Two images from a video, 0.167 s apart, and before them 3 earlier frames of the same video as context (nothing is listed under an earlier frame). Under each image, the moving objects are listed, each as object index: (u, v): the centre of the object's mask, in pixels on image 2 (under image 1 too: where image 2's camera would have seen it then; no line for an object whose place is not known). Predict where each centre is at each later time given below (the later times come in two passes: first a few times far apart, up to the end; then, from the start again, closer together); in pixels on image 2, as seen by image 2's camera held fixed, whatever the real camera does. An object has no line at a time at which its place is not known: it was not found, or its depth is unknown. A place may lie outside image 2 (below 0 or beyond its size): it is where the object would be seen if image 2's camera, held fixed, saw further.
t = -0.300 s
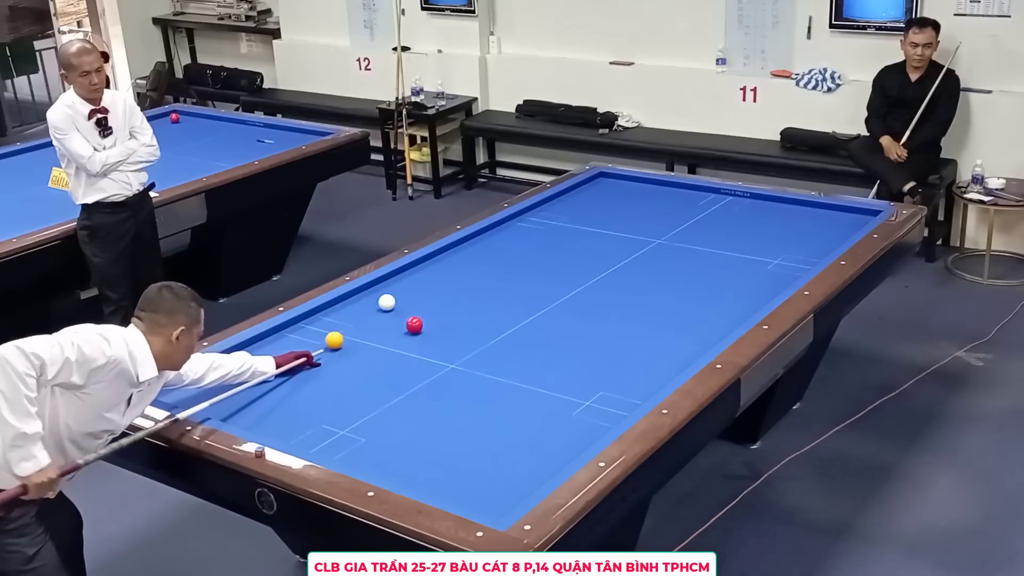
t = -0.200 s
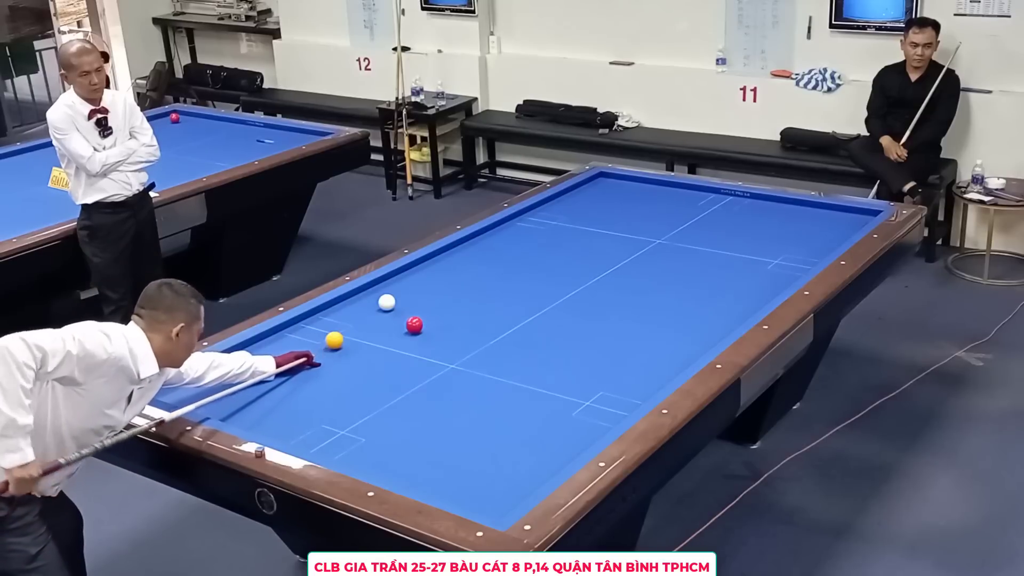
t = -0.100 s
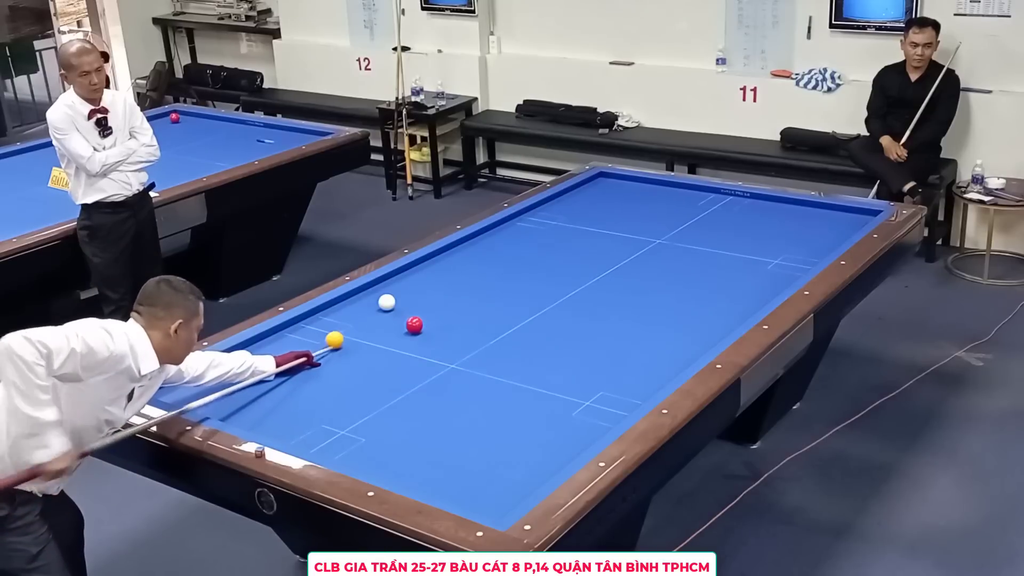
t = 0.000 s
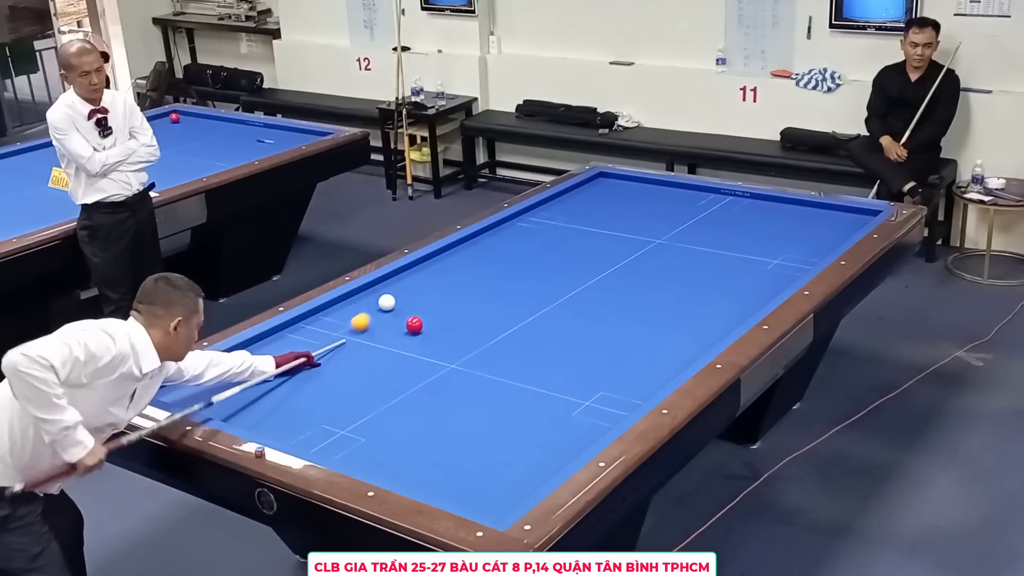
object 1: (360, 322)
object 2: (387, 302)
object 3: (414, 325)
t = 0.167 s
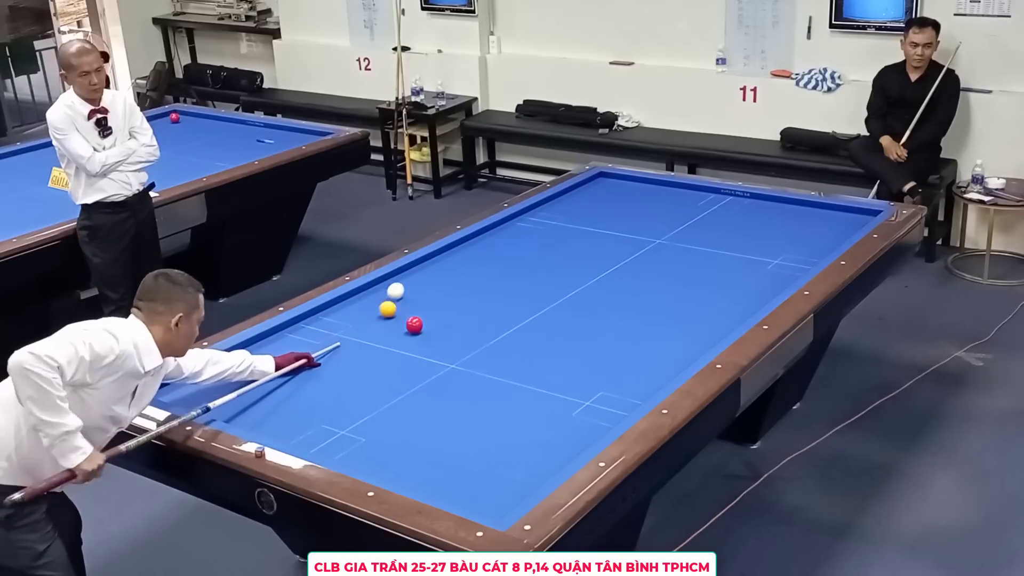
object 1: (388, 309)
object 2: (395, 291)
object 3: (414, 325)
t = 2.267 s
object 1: (409, 327)
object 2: (670, 185)
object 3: (457, 345)
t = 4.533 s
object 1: (409, 326)
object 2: (645, 253)
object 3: (484, 359)
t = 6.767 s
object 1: (409, 326)
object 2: (622, 324)
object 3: (486, 359)
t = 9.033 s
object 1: (409, 326)
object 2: (604, 393)
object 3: (486, 359)
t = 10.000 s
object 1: (409, 326)
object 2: (599, 417)
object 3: (486, 359)
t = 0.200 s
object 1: (390, 309)
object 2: (399, 287)
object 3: (414, 325)
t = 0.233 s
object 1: (391, 310)
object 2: (402, 283)
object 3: (414, 325)
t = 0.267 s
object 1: (392, 311)
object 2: (405, 280)
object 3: (414, 325)
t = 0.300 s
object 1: (393, 312)
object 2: (407, 277)
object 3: (414, 325)
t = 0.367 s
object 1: (396, 313)
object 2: (412, 270)
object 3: (414, 325)
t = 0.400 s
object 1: (397, 314)
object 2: (415, 267)
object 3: (414, 325)
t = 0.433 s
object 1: (399, 315)
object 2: (418, 264)
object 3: (414, 325)
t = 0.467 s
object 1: (400, 316)
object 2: (423, 261)
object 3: (414, 325)
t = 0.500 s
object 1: (401, 316)
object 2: (429, 260)
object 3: (414, 325)
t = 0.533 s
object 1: (402, 317)
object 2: (435, 258)
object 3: (414, 325)
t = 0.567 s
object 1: (403, 318)
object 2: (440, 256)
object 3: (414, 325)
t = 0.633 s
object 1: (404, 318)
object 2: (452, 253)
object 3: (415, 325)
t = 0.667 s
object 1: (404, 319)
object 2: (457, 251)
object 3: (416, 326)
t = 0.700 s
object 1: (405, 319)
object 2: (462, 250)
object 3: (417, 326)
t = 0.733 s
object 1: (405, 320)
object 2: (468, 248)
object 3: (418, 327)
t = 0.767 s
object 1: (405, 320)
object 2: (473, 246)
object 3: (419, 327)
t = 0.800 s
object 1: (406, 320)
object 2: (478, 245)
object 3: (420, 328)
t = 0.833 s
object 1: (406, 321)
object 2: (483, 243)
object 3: (421, 328)
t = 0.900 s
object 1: (406, 321)
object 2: (493, 240)
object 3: (422, 329)
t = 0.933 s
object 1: (407, 322)
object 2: (498, 238)
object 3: (423, 329)
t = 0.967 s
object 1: (407, 322)
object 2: (504, 237)
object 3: (425, 330)
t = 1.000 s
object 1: (407, 322)
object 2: (508, 235)
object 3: (426, 330)
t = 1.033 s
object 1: (407, 322)
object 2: (513, 234)
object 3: (427, 331)
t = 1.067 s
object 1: (407, 322)
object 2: (518, 232)
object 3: (428, 331)
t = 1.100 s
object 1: (407, 323)
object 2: (523, 231)
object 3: (429, 332)
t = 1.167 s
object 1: (407, 323)
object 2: (533, 228)
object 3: (430, 332)
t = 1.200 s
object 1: (407, 323)
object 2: (537, 226)
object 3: (431, 333)
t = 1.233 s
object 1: (407, 323)
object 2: (542, 225)
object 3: (432, 333)
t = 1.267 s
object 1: (408, 324)
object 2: (547, 223)
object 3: (433, 334)
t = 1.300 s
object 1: (408, 324)
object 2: (551, 222)
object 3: (434, 334)
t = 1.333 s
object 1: (408, 324)
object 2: (556, 220)
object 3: (435, 334)
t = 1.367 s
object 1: (408, 324)
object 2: (560, 219)
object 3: (436, 335)
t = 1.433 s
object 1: (408, 324)
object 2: (569, 216)
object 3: (438, 336)
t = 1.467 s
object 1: (408, 324)
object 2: (574, 215)
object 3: (438, 336)
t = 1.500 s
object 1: (408, 325)
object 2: (578, 213)
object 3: (439, 337)
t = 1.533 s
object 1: (408, 325)
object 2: (582, 212)
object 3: (440, 337)
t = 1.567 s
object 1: (408, 325)
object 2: (587, 211)
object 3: (441, 337)
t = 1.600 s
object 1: (408, 325)
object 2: (591, 210)
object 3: (442, 338)
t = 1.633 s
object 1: (408, 325)
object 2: (595, 208)
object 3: (443, 338)
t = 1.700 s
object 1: (409, 325)
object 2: (604, 206)
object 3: (444, 339)
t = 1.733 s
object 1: (409, 326)
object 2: (608, 204)
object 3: (445, 339)
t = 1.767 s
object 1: (409, 325)
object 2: (612, 203)
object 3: (446, 340)
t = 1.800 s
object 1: (409, 326)
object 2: (616, 202)
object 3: (447, 340)
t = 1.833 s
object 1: (409, 326)
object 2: (620, 201)
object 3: (448, 340)
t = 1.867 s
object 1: (409, 326)
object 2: (624, 199)
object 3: (448, 341)
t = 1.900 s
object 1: (409, 326)
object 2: (628, 198)
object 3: (449, 341)
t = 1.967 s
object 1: (409, 326)
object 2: (636, 196)
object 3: (451, 342)
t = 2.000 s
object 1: (409, 326)
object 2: (640, 194)
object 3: (451, 342)
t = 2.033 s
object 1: (409, 326)
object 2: (644, 193)
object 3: (452, 343)
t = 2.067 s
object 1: (409, 326)
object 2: (647, 192)
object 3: (453, 343)
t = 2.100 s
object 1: (409, 326)
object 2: (651, 191)
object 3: (454, 343)
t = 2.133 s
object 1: (409, 326)
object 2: (655, 189)
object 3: (454, 343)
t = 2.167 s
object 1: (409, 326)
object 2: (659, 188)
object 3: (455, 344)
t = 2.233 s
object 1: (409, 327)
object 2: (666, 186)
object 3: (457, 345)
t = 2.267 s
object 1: (409, 327)
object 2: (670, 185)
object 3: (457, 345)
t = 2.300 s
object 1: (409, 326)
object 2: (673, 184)
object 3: (458, 345)
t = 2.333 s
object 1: (409, 327)
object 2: (672, 185)
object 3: (459, 345)
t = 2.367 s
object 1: (409, 327)
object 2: (671, 186)
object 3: (459, 346)
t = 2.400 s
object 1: (409, 327)
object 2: (671, 187)
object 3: (460, 346)
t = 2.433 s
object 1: (409, 327)
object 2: (671, 189)
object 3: (461, 346)
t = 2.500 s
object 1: (409, 327)
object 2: (670, 190)
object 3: (462, 347)
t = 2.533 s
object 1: (409, 327)
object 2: (669, 191)
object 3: (463, 347)
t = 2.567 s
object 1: (409, 327)
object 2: (669, 192)
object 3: (463, 348)
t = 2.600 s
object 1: (409, 327)
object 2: (668, 193)
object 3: (464, 348)
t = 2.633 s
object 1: (409, 327)
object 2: (668, 194)
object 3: (464, 348)
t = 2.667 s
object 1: (409, 326)
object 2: (668, 195)
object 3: (465, 348)
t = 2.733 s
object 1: (409, 326)
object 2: (667, 197)
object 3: (466, 349)
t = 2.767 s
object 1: (409, 326)
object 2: (666, 198)
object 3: (467, 349)
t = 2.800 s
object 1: (409, 327)
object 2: (666, 199)
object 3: (467, 349)
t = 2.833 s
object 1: (409, 326)
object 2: (666, 200)
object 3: (468, 350)
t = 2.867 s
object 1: (409, 326)
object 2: (665, 201)
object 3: (468, 350)
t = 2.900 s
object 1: (409, 326)
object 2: (665, 202)
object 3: (469, 350)
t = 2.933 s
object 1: (409, 327)
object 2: (664, 203)
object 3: (469, 351)
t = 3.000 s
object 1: (409, 327)
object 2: (664, 205)
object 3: (470, 351)
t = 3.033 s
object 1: (409, 327)
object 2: (663, 206)
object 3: (471, 351)
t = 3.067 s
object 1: (409, 326)
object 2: (663, 207)
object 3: (471, 352)
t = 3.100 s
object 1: (409, 326)
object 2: (662, 208)
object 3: (472, 352)
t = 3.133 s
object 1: (409, 326)
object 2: (662, 209)
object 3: (472, 352)
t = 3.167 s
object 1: (409, 326)
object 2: (662, 210)
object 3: (473, 352)
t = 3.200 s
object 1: (409, 326)
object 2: (661, 211)
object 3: (473, 352)
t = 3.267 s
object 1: (409, 326)
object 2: (660, 213)
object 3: (474, 353)
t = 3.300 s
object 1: (409, 326)
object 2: (660, 214)
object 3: (475, 353)
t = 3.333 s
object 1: (409, 327)
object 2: (660, 215)
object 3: (475, 353)
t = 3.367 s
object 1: (409, 327)
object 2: (659, 216)
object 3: (475, 354)
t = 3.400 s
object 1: (409, 326)
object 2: (659, 217)
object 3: (476, 354)
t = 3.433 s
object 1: (409, 327)
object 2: (658, 218)
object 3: (476, 354)
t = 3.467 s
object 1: (409, 327)
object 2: (658, 220)
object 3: (477, 354)
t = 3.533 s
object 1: (409, 327)
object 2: (657, 221)
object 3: (477, 355)
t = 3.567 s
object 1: (409, 327)
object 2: (657, 222)
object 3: (478, 355)
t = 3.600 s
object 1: (409, 327)
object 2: (656, 224)
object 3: (478, 355)
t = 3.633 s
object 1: (409, 326)
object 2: (656, 225)
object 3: (479, 355)
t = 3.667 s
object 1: (409, 326)
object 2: (655, 225)
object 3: (479, 355)
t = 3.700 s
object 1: (409, 326)
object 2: (655, 227)
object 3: (479, 356)
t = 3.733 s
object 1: (409, 326)
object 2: (655, 228)
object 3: (480, 356)
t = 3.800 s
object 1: (409, 326)
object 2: (654, 230)
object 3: (480, 356)
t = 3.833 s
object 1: (409, 326)
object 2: (653, 231)
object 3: (480, 356)
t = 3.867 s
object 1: (409, 326)
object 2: (653, 232)
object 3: (481, 357)
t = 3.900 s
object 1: (409, 326)
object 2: (653, 233)
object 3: (481, 357)
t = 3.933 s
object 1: (409, 326)
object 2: (652, 234)
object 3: (481, 357)
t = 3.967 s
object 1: (409, 326)
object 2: (652, 235)
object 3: (481, 357)
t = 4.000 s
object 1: (409, 326)
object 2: (651, 236)
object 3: (482, 357)
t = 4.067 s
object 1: (409, 326)
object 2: (651, 238)
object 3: (482, 357)
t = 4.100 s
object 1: (409, 326)
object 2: (650, 239)
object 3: (482, 357)
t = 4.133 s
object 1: (409, 326)
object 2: (650, 240)
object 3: (482, 357)
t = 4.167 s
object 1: (409, 326)
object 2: (649, 241)
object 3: (483, 357)
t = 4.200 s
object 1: (409, 326)
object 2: (649, 242)
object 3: (483, 358)
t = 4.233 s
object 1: (409, 326)
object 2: (649, 243)
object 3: (483, 358)
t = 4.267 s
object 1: (409, 326)
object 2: (648, 244)
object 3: (483, 358)
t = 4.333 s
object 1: (409, 326)
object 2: (648, 246)
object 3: (484, 358)
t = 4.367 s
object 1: (409, 326)
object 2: (647, 247)
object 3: (484, 358)
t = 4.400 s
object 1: (409, 326)
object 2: (647, 248)
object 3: (484, 358)
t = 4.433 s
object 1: (409, 326)
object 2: (646, 249)
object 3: (484, 358)
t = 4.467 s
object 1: (409, 326)
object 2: (646, 251)
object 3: (484, 359)
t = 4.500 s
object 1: (409, 326)
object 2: (646, 252)
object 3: (484, 359)
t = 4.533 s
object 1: (409, 326)
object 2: (645, 253)
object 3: (484, 359)
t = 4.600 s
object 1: (409, 326)
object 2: (644, 255)
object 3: (485, 359)
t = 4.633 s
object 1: (409, 326)
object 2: (644, 256)
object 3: (485, 359)
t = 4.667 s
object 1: (409, 326)
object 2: (644, 257)
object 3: (485, 359)
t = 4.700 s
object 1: (409, 326)
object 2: (643, 258)
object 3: (485, 359)
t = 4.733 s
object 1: (409, 326)
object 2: (643, 259)
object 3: (485, 359)
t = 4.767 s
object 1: (409, 326)
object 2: (643, 260)
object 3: (485, 359)
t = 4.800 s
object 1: (409, 326)
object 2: (642, 261)
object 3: (485, 359)
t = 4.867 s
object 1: (409, 326)
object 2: (642, 263)
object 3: (486, 359)
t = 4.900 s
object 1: (409, 326)
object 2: (641, 264)
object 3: (486, 359)
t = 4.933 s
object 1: (409, 326)
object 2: (641, 265)
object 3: (486, 359)
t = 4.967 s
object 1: (409, 326)
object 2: (640, 267)
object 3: (486, 359)
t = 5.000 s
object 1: (409, 326)
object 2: (640, 268)
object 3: (486, 359)
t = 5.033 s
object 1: (409, 326)
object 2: (640, 269)
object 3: (486, 359)
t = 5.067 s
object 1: (409, 326)
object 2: (639, 270)
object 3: (486, 359)
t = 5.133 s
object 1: (409, 326)
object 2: (639, 272)
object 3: (486, 359)
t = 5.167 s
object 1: (409, 326)
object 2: (638, 273)
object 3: (486, 359)
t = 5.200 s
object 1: (409, 326)
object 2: (638, 274)
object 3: (486, 359)
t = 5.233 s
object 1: (409, 326)
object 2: (637, 275)
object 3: (486, 359)
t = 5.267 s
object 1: (409, 326)
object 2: (637, 276)
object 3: (486, 359)
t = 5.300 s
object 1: (409, 326)
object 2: (637, 277)
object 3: (486, 359)
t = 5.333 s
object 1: (409, 326)
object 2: (636, 278)
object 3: (486, 359)
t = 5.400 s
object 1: (409, 326)
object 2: (636, 280)
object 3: (486, 359)
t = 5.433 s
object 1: (409, 326)
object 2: (635, 282)
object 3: (486, 359)
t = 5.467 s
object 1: (409, 326)
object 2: (635, 282)
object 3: (486, 359)
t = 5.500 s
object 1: (409, 326)
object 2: (635, 284)
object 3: (486, 359)
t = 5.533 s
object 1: (409, 326)
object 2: (634, 285)
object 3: (486, 359)
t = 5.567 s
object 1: (409, 326)
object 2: (634, 286)
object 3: (486, 359)
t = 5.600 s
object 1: (409, 326)
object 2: (634, 287)
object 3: (486, 359)
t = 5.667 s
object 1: (409, 326)
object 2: (633, 289)
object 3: (486, 359)
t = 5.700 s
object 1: (409, 326)
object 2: (633, 290)
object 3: (486, 359)
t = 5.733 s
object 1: (409, 326)
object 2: (632, 291)
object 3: (486, 359)
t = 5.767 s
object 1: (409, 326)
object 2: (632, 292)
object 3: (486, 359)
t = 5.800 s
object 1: (409, 326)
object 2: (631, 293)
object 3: (486, 359)
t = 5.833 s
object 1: (409, 326)
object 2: (631, 294)
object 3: (486, 359)
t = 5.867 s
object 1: (409, 326)
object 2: (631, 295)
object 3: (486, 359)
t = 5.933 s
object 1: (409, 326)
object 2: (630, 298)
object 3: (486, 359)
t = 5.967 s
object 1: (409, 326)
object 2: (630, 299)
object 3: (486, 359)
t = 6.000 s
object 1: (409, 326)
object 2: (630, 300)
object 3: (486, 359)
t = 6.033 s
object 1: (409, 326)
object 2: (629, 301)
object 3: (486, 359)
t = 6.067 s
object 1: (409, 326)
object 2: (629, 302)
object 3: (486, 359)
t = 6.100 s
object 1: (409, 326)
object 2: (629, 303)
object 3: (486, 359)
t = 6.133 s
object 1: (409, 326)
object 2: (628, 304)
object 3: (486, 359)
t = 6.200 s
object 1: (409, 326)
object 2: (628, 306)
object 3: (486, 359)
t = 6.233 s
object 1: (409, 326)
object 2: (627, 307)
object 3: (486, 359)
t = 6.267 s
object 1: (409, 326)
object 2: (627, 308)
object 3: (486, 359)
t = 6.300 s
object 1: (409, 326)
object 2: (627, 309)
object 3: (486, 359)
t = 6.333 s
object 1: (409, 326)
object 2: (626, 310)
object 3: (486, 359)
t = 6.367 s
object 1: (409, 326)
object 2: (626, 312)
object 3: (486, 359)
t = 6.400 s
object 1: (409, 326)
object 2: (626, 313)
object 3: (486, 359)
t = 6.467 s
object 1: (409, 326)
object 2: (625, 315)
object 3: (486, 359)
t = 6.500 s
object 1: (409, 326)
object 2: (625, 316)
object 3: (486, 359)
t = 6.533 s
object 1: (409, 326)
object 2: (625, 317)
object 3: (486, 359)
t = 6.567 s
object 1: (409, 326)
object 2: (624, 318)
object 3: (486, 359)
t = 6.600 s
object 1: (409, 326)
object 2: (624, 319)
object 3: (486, 359)
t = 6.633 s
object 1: (409, 326)
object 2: (624, 320)
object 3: (486, 359)
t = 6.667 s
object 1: (409, 326)
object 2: (623, 321)
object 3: (486, 359)
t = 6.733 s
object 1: (409, 326)
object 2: (623, 323)
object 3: (486, 359)
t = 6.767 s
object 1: (409, 326)
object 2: (622, 324)
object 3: (486, 359)
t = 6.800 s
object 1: (409, 326)
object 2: (622, 326)
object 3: (486, 359)
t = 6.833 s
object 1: (409, 326)
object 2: (622, 327)
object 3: (486, 359)
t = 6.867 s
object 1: (409, 326)
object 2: (621, 328)
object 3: (486, 359)
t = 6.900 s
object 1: (409, 326)
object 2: (621, 329)
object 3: (486, 359)
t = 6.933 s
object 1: (409, 326)
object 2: (621, 330)
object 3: (486, 359)
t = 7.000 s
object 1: (409, 326)
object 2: (620, 332)
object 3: (486, 359)
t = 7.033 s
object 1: (409, 326)
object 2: (620, 333)
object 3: (486, 359)
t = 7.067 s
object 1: (409, 326)
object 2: (620, 334)
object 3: (486, 359)
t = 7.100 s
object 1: (409, 326)
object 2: (620, 335)
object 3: (486, 359)
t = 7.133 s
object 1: (409, 326)
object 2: (619, 336)
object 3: (486, 359)
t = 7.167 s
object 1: (409, 326)
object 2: (619, 337)
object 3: (486, 359)
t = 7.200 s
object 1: (409, 326)
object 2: (619, 338)
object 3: (486, 359)
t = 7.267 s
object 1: (409, 326)
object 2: (618, 340)
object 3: (486, 359)
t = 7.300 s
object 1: (409, 326)
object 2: (618, 341)
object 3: (486, 359)
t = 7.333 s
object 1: (409, 326)
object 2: (617, 342)
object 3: (486, 359)
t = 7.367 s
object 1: (409, 326)
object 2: (617, 343)
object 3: (486, 359)
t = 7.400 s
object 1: (409, 326)
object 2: (617, 344)
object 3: (486, 359)
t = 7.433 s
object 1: (409, 326)
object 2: (616, 345)
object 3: (486, 359)
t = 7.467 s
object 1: (409, 326)
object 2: (616, 346)
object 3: (486, 359)
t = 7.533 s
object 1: (409, 326)
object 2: (616, 348)
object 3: (486, 359)
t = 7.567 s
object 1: (409, 326)
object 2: (615, 349)
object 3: (486, 359)
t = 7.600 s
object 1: (409, 326)
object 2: (615, 351)
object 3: (486, 359)
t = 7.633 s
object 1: (409, 326)
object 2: (615, 352)
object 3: (486, 359)
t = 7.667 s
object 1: (409, 326)
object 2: (614, 353)
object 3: (486, 359)
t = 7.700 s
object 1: (409, 326)
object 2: (614, 353)
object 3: (486, 359)
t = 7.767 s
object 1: (409, 326)
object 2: (613, 356)
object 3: (486, 359)
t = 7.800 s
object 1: (409, 326)
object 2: (613, 357)
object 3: (486, 359)
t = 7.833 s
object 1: (409, 326)
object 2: (613, 358)
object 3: (486, 359)
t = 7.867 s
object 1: (409, 326)
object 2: (613, 359)
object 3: (486, 359)
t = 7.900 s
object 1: (409, 326)
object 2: (612, 360)
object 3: (486, 359)
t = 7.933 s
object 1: (409, 326)
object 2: (612, 361)
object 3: (486, 359)
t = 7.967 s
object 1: (409, 326)
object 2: (612, 362)
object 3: (486, 359)
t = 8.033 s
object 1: (409, 326)
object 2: (611, 364)
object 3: (486, 359)
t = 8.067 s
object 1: (409, 326)
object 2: (611, 365)
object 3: (486, 359)
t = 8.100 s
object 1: (409, 326)
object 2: (611, 366)
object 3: (486, 359)
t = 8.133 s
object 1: (409, 326)
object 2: (610, 367)
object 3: (486, 359)
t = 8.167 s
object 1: (409, 326)
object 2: (610, 368)
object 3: (486, 359)
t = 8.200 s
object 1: (409, 326)
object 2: (610, 369)
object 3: (486, 359)
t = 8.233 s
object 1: (409, 326)
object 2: (610, 370)
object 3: (486, 359)
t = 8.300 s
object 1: (409, 326)
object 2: (609, 372)
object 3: (486, 359)
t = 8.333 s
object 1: (409, 326)
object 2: (609, 373)
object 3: (486, 359)
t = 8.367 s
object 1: (409, 326)
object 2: (609, 374)
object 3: (486, 359)
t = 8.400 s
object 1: (409, 326)
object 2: (608, 375)
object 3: (486, 359)
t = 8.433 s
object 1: (409, 326)
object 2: (608, 376)
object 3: (486, 359)
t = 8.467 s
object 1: (409, 326)
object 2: (608, 377)
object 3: (486, 359)
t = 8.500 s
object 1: (409, 326)
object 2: (608, 378)
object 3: (486, 359)
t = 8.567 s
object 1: (409, 326)
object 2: (607, 379)
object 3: (486, 359)
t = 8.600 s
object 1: (409, 326)
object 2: (607, 380)
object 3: (486, 359)
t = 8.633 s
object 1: (409, 326)
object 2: (606, 381)
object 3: (486, 359)
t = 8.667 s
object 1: (409, 326)
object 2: (606, 382)
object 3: (486, 359)
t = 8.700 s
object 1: (409, 326)
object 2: (606, 383)
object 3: (486, 359)
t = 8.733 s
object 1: (409, 326)
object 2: (606, 384)
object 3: (486, 359)
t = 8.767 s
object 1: (409, 326)
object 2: (606, 385)
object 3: (486, 359)
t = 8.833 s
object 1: (409, 326)
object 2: (605, 387)
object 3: (486, 359)
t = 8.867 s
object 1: (409, 326)
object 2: (605, 388)
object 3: (486, 359)
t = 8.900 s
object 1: (409, 326)
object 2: (605, 389)
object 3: (486, 359)
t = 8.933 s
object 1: (409, 326)
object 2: (604, 390)
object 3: (486, 359)
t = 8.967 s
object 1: (409, 326)
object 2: (604, 391)
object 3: (486, 359)
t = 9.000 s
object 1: (409, 326)
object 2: (604, 392)
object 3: (486, 359)
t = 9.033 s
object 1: (409, 326)
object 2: (604, 393)
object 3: (486, 359)
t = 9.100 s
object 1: (409, 326)
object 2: (603, 394)
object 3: (486, 359)
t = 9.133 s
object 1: (409, 326)
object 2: (603, 395)
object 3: (486, 359)
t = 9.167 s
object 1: (409, 326)
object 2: (603, 396)
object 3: (486, 359)
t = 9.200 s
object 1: (409, 326)
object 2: (603, 397)
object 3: (486, 359)
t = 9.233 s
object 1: (409, 326)
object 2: (603, 398)
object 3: (486, 359)
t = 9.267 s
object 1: (409, 326)
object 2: (602, 399)
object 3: (486, 359)
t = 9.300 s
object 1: (409, 326)
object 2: (602, 400)
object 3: (486, 359)
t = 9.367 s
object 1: (409, 326)
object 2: (602, 401)
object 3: (486, 359)
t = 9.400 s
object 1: (409, 326)
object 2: (602, 402)
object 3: (486, 359)
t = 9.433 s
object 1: (409, 326)
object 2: (601, 403)
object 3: (486, 359)
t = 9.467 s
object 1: (409, 326)
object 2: (601, 404)
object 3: (486, 359)
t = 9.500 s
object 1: (409, 326)
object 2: (601, 405)
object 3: (486, 359)
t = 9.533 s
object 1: (409, 326)
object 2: (601, 406)
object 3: (486, 359)
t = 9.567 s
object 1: (409, 326)
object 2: (601, 407)
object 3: (486, 359)
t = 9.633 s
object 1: (409, 326)
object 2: (600, 408)
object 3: (486, 359)
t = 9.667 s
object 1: (409, 326)
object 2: (600, 409)
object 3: (486, 359)
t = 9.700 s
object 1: (409, 326)
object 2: (600, 410)
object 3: (486, 359)
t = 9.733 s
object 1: (409, 326)
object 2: (600, 411)
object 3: (486, 359)
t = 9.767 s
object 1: (409, 326)
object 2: (600, 411)
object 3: (486, 359)
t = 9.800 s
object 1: (409, 326)
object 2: (600, 412)
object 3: (486, 359)
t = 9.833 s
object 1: (409, 326)
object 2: (599, 413)
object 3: (486, 359)
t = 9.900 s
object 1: (409, 326)
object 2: (599, 415)
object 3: (486, 359)
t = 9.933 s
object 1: (409, 326)
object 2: (599, 415)
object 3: (486, 359)
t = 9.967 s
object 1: (409, 326)
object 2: (599, 416)
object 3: (486, 359)
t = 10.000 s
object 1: (409, 326)
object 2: (599, 417)
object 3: (486, 359)
